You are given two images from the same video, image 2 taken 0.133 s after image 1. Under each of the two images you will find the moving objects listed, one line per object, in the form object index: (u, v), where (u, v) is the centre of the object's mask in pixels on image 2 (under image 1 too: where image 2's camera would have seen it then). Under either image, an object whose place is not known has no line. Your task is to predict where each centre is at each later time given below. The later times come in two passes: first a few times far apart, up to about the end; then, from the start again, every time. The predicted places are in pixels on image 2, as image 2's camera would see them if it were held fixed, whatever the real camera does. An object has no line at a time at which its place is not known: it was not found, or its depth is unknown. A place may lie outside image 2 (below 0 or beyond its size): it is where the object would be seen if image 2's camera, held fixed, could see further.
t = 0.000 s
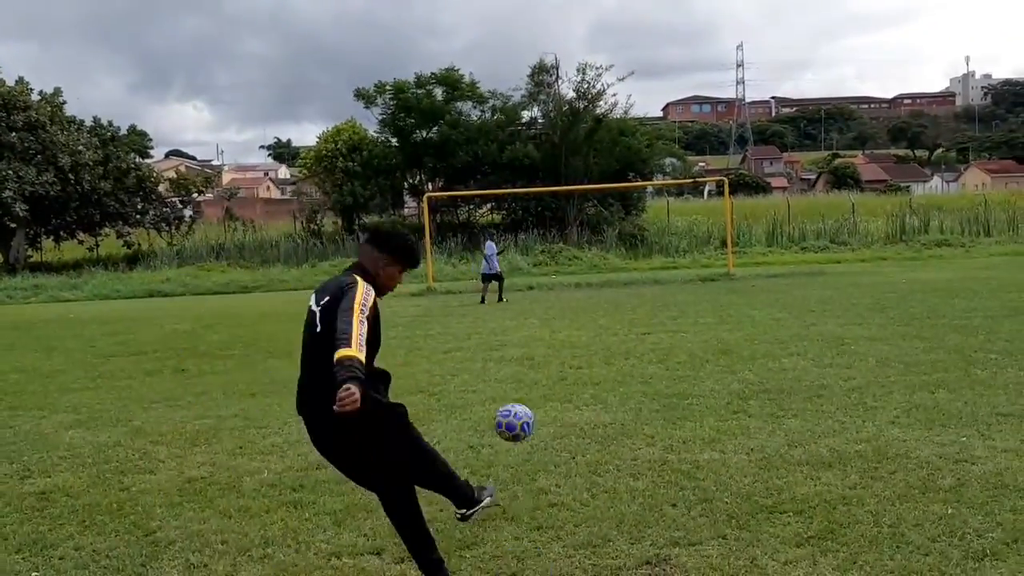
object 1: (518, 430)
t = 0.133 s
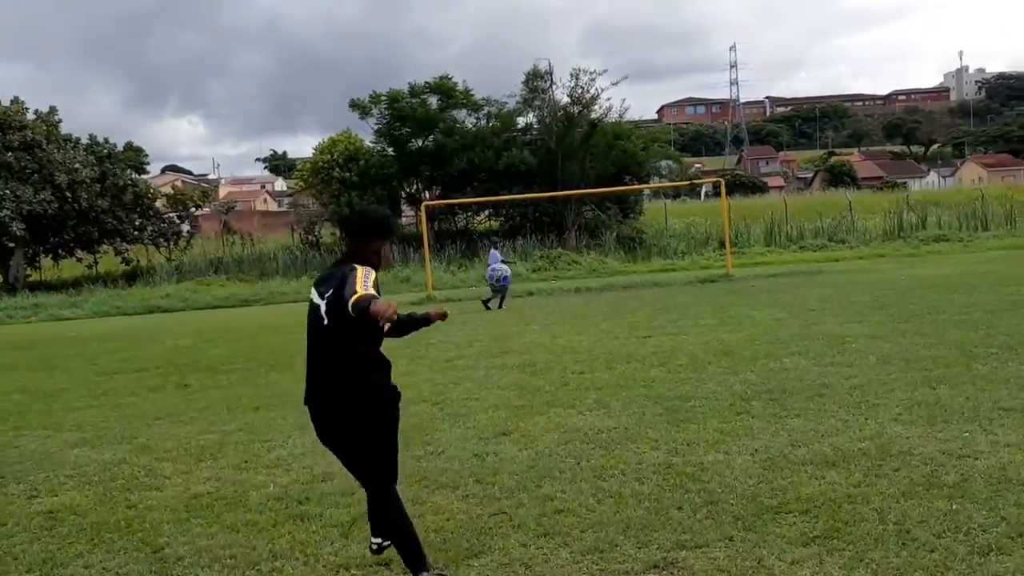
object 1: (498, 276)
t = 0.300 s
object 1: (480, 199)
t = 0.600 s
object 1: (452, 169)
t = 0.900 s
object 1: (433, 184)
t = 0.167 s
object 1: (495, 254)
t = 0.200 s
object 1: (490, 238)
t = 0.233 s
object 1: (487, 221)
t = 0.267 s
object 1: (483, 210)
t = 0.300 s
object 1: (480, 199)
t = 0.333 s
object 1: (476, 193)
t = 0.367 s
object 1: (473, 187)
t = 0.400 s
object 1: (470, 182)
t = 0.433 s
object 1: (467, 177)
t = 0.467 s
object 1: (464, 174)
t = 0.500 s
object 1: (460, 171)
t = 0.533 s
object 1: (458, 170)
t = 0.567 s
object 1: (455, 169)
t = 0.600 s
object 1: (452, 169)
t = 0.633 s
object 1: (450, 169)
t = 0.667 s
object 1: (447, 170)
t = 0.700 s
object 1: (445, 171)
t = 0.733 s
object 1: (443, 172)
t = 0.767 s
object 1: (441, 174)
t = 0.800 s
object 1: (439, 176)
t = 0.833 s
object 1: (437, 179)
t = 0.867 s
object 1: (435, 181)
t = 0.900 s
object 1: (433, 184)
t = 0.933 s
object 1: (431, 187)
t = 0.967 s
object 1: (429, 190)
